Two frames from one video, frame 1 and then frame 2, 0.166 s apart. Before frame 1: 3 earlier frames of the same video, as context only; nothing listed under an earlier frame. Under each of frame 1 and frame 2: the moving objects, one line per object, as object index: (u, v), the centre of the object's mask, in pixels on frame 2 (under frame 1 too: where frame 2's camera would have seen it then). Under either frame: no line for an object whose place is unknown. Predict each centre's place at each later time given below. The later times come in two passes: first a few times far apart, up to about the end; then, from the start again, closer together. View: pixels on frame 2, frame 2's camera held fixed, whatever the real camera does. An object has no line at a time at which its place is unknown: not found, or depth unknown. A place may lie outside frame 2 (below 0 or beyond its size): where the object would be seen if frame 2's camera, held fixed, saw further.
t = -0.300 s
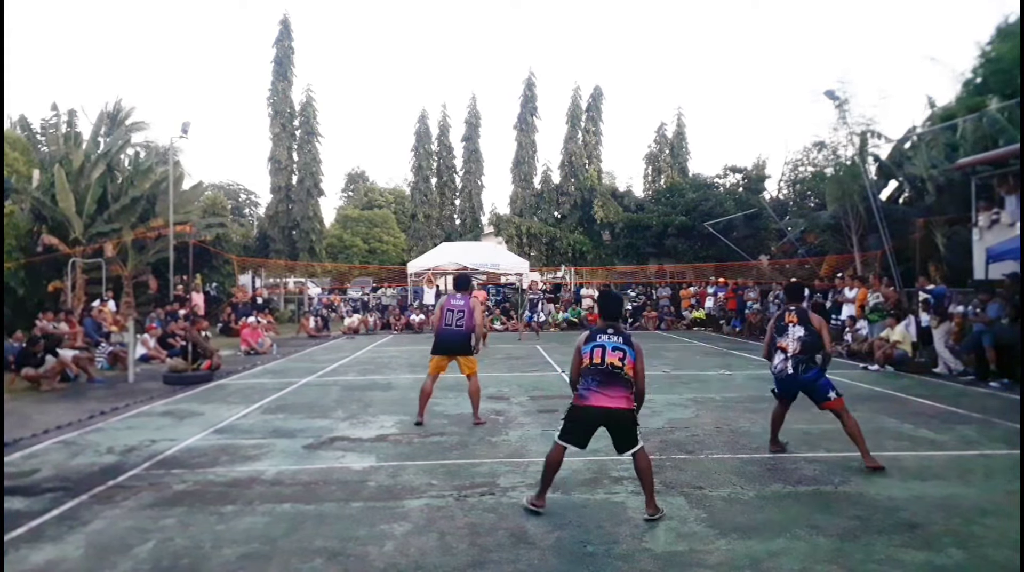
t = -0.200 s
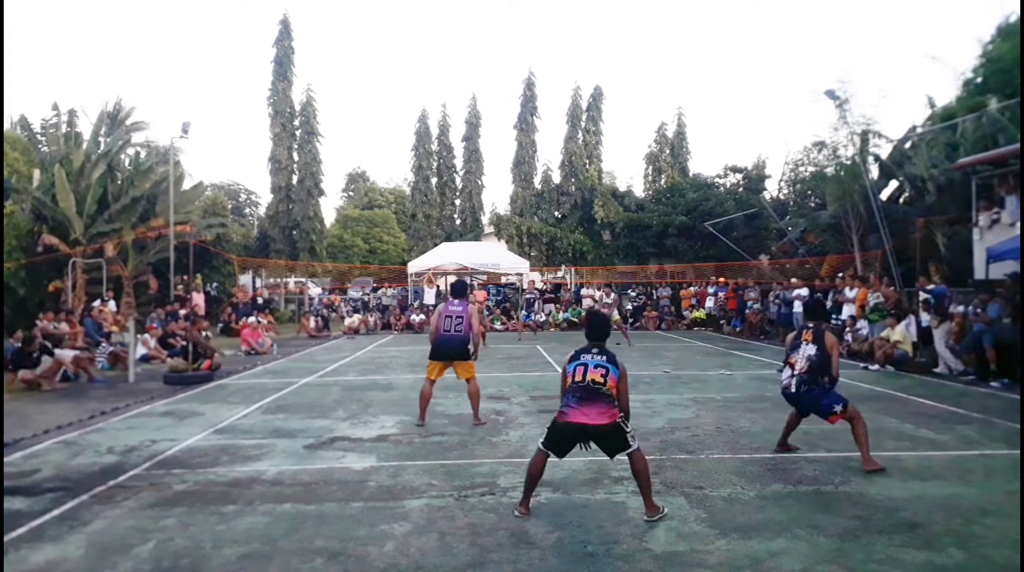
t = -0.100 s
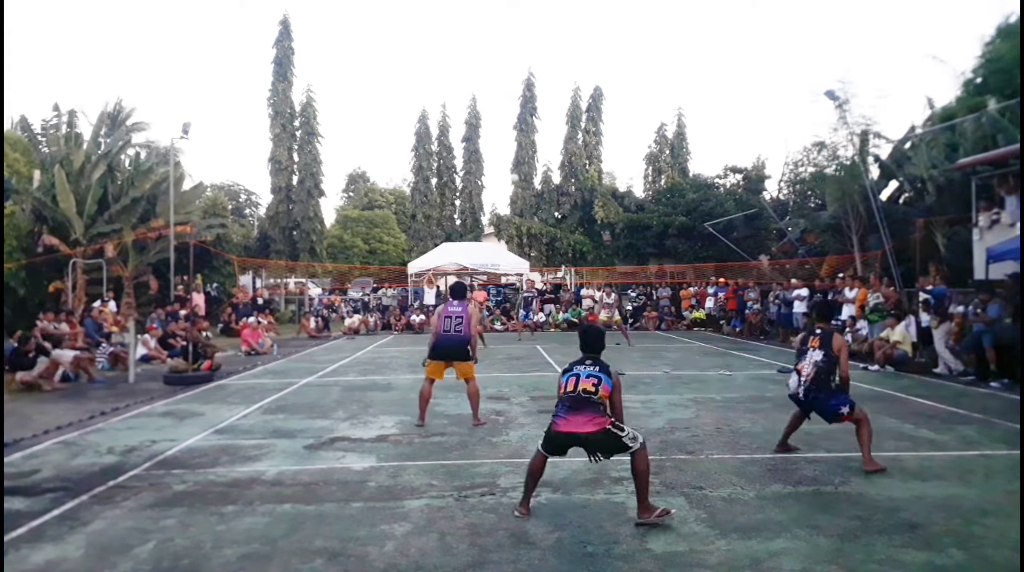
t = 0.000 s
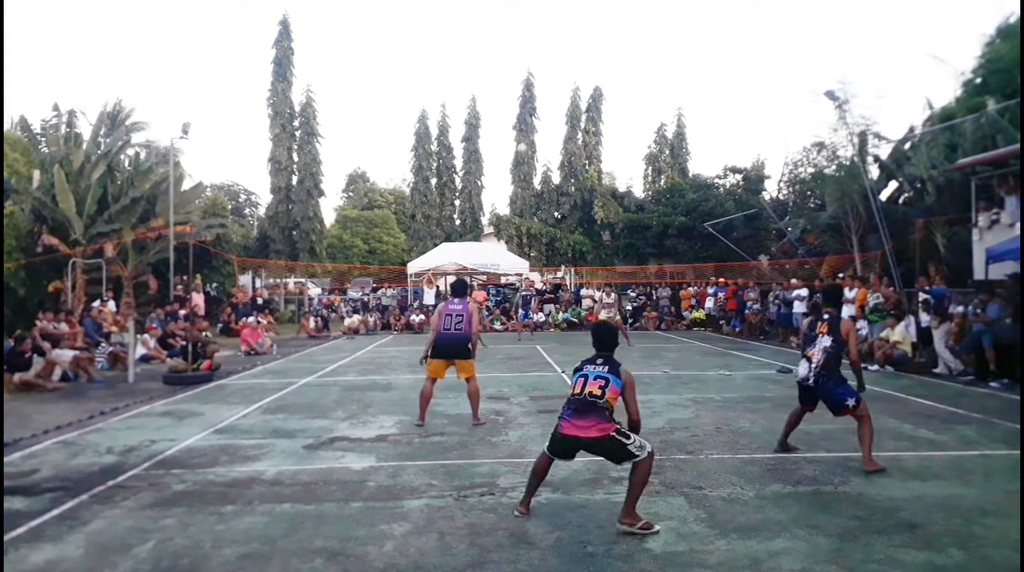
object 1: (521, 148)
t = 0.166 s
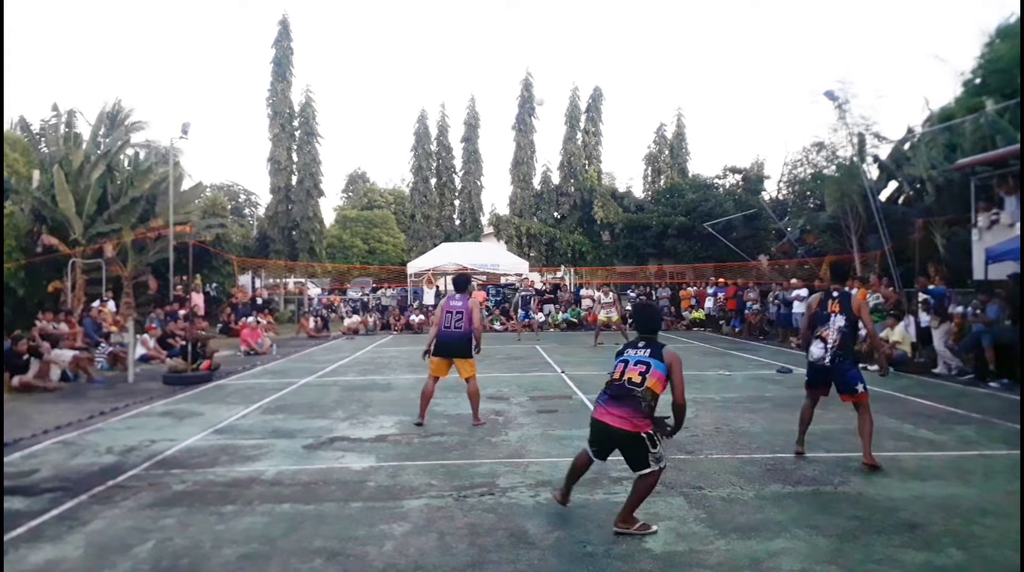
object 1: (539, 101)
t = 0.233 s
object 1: (548, 84)
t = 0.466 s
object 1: (588, 38)
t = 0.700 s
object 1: (651, 27)
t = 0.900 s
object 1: (750, 78)
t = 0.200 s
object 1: (543, 93)
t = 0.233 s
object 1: (548, 84)
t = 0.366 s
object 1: (569, 55)
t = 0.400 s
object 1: (575, 48)
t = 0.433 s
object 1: (581, 42)
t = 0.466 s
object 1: (588, 38)
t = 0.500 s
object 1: (595, 33)
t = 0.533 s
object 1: (603, 29)
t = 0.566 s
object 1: (612, 27)
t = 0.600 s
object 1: (621, 25)
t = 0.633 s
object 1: (630, 24)
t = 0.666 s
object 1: (640, 25)
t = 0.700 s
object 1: (651, 27)
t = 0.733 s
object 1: (664, 30)
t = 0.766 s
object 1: (678, 34)
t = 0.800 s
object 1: (692, 41)
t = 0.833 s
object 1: (709, 50)
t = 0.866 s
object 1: (728, 63)
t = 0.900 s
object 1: (750, 78)
